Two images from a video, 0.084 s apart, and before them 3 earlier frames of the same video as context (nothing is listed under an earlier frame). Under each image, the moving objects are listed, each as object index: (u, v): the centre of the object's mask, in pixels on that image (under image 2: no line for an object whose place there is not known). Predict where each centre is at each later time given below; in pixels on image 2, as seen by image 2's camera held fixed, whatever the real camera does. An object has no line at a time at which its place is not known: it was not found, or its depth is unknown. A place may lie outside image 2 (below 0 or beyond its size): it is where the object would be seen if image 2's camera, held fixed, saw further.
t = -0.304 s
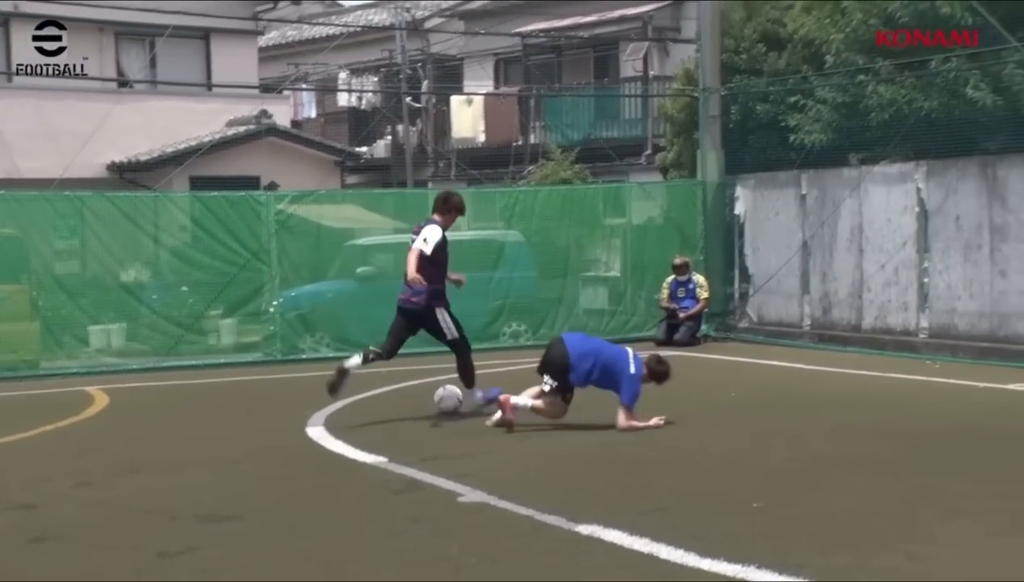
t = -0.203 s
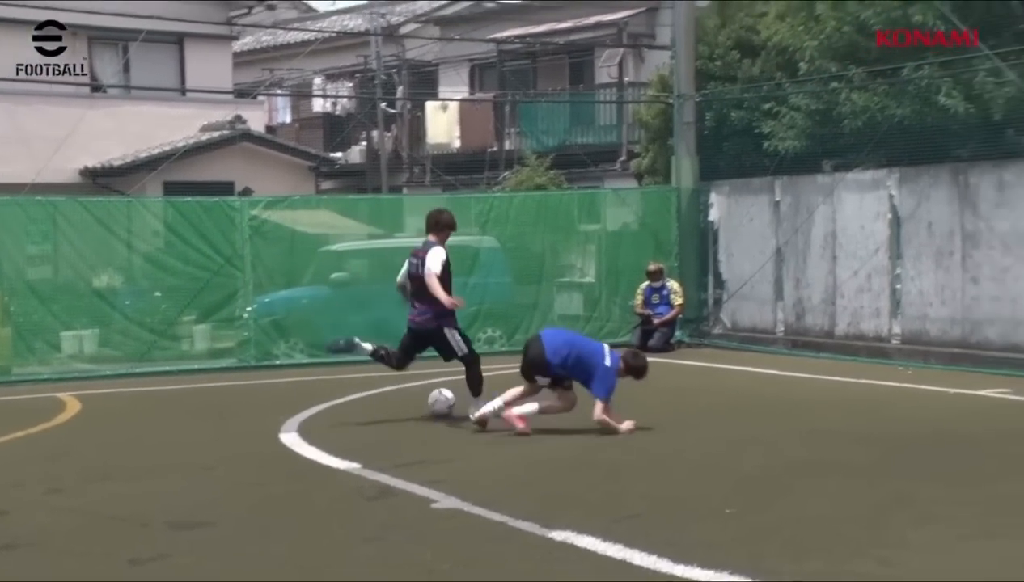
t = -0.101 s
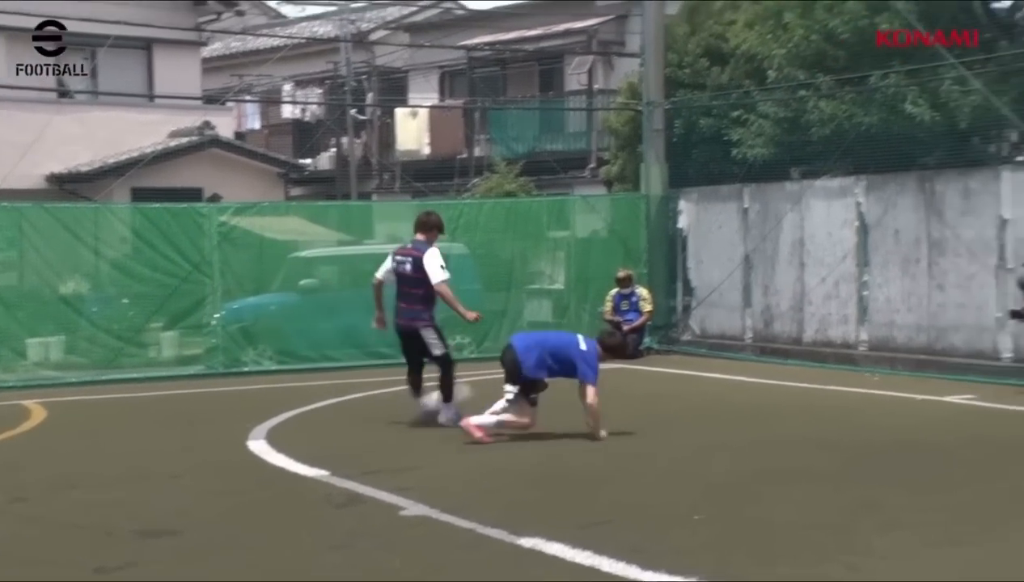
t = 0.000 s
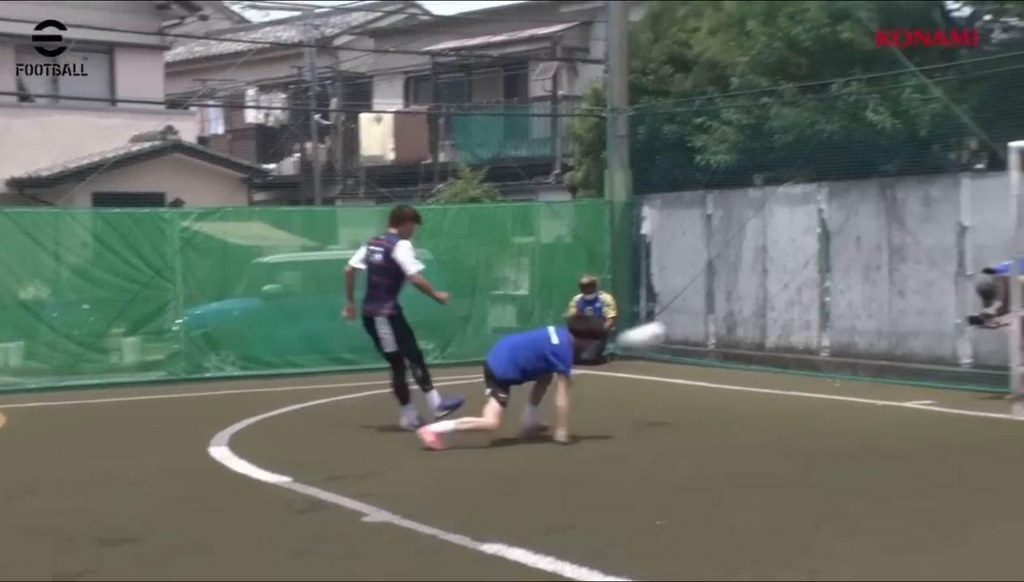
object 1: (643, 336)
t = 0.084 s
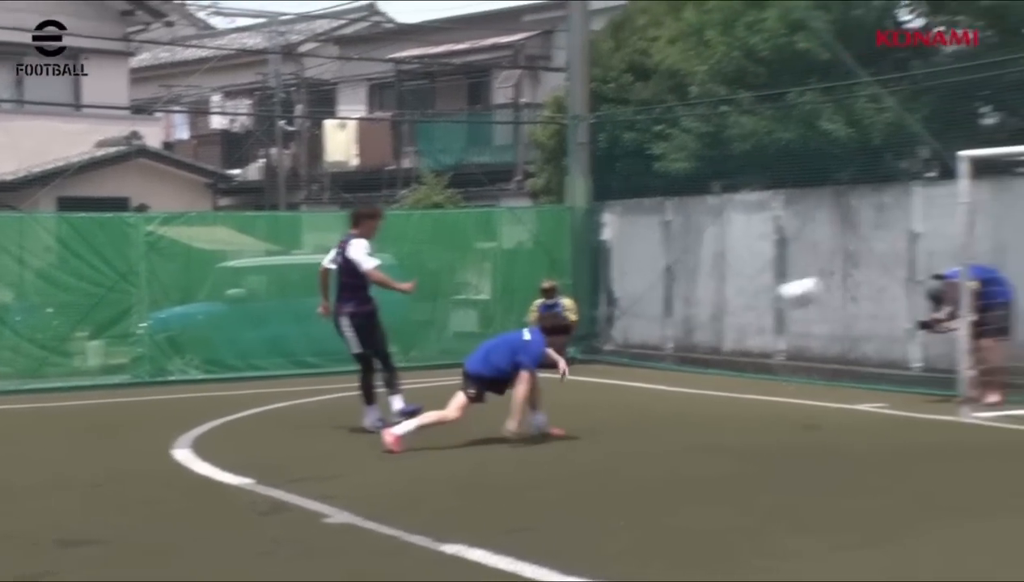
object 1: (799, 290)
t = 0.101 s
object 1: (840, 281)
